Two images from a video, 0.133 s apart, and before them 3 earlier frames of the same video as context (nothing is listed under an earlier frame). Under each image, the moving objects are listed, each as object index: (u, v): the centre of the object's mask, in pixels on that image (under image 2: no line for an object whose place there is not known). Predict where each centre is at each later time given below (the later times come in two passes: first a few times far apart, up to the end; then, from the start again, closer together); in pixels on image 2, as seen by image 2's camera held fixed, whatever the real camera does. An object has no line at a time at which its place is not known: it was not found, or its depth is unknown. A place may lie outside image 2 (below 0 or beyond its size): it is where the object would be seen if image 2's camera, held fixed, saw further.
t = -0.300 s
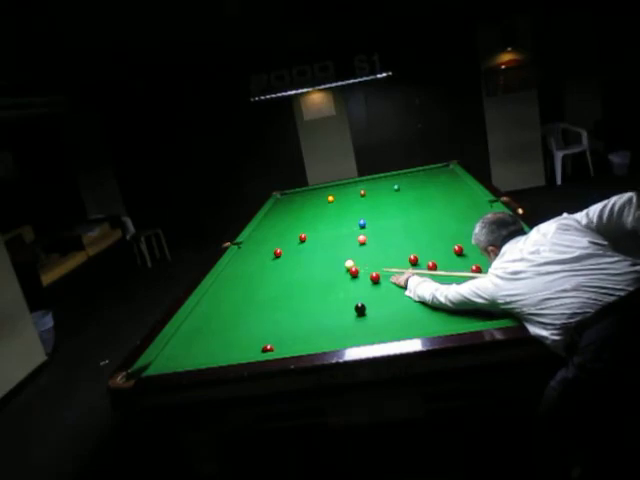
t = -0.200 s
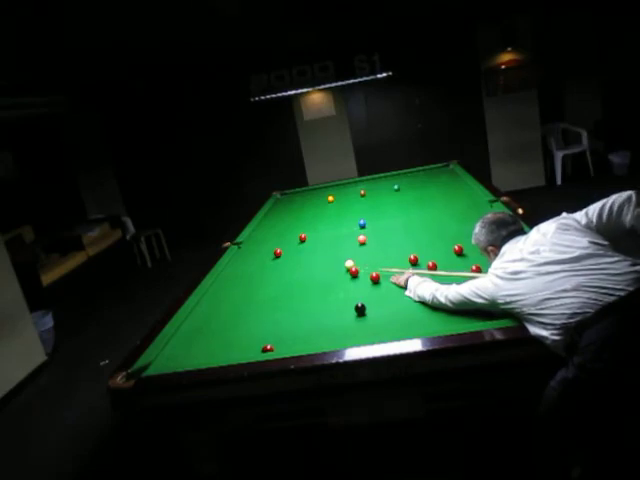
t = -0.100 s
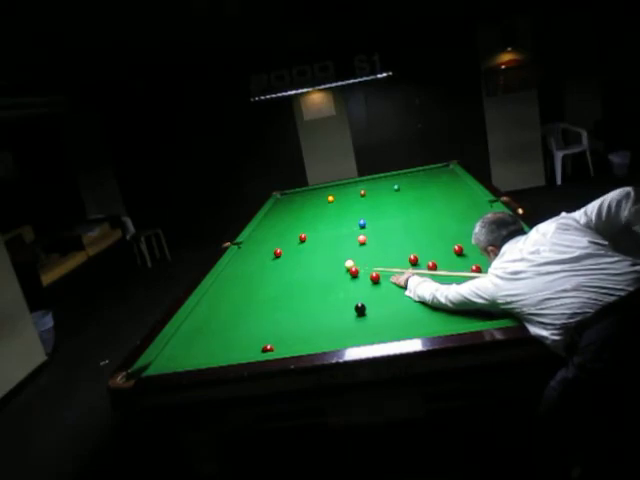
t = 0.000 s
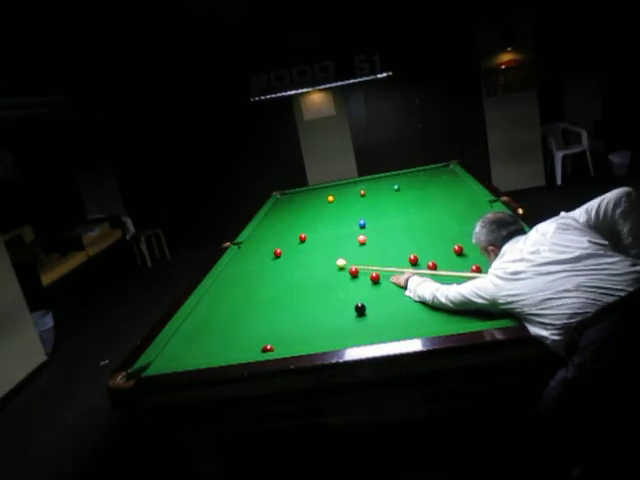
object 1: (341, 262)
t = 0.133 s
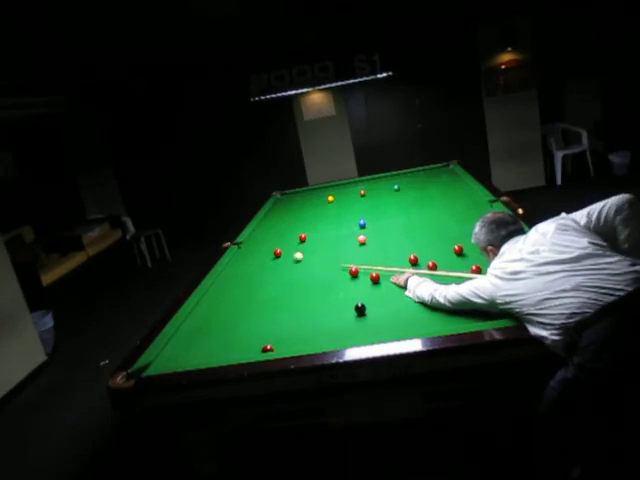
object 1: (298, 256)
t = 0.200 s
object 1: (282, 253)
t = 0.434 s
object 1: (279, 255)
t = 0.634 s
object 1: (278, 256)
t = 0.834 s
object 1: (276, 258)
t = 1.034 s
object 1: (275, 259)
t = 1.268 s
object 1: (275, 259)
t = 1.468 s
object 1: (274, 260)
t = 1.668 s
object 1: (274, 260)
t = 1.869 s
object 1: (274, 260)
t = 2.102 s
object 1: (274, 260)
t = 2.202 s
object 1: (273, 260)
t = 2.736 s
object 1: (274, 259)
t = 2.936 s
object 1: (274, 260)
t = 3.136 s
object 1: (274, 260)
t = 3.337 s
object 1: (274, 260)
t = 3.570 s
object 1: (273, 260)
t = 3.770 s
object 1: (274, 260)
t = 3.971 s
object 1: (274, 260)
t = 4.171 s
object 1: (274, 260)
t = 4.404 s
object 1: (274, 260)
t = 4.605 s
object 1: (274, 260)
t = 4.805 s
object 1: (274, 260)
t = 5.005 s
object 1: (274, 260)
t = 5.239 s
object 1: (274, 260)
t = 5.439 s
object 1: (274, 260)
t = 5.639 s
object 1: (274, 260)
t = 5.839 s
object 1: (274, 260)
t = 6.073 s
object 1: (274, 260)
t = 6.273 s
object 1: (274, 260)
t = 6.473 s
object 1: (274, 260)
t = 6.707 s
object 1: (274, 260)
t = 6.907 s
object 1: (274, 260)
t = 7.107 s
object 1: (274, 260)
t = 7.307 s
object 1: (274, 260)
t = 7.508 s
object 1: (274, 260)
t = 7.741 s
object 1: (274, 260)
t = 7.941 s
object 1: (273, 260)
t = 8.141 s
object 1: (273, 260)
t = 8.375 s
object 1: (273, 260)
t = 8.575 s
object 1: (274, 260)
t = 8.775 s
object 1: (274, 260)
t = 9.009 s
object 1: (274, 260)
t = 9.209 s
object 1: (274, 260)
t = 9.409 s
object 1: (274, 260)
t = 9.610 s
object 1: (274, 260)
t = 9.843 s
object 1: (274, 260)
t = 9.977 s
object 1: (274, 260)
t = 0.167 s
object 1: (289, 254)
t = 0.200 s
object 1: (282, 253)
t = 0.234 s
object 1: (281, 253)
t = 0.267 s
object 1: (280, 254)
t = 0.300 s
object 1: (280, 254)
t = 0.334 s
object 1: (280, 254)
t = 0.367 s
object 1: (280, 255)
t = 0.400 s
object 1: (279, 255)
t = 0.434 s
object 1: (279, 255)
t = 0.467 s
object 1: (279, 255)
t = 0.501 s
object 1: (279, 255)
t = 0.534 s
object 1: (278, 256)
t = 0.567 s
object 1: (278, 256)
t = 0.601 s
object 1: (278, 256)
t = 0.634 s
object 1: (278, 256)
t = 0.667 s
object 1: (277, 256)
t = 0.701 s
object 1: (277, 257)
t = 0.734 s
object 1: (277, 257)
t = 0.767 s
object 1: (277, 257)
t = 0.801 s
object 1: (276, 257)
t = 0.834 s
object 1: (276, 258)
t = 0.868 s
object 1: (276, 258)
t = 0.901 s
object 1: (276, 258)
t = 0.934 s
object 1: (276, 258)
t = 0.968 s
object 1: (276, 258)
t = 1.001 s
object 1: (276, 258)
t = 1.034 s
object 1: (275, 259)
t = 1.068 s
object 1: (275, 259)
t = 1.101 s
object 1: (275, 259)
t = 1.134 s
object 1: (275, 259)
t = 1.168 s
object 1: (275, 259)
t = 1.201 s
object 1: (275, 259)
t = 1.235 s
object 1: (275, 259)
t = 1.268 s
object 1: (275, 259)
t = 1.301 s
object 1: (274, 259)
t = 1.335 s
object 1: (274, 259)
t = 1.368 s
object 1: (274, 260)
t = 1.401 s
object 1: (274, 260)
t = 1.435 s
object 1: (274, 260)
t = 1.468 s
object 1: (274, 260)
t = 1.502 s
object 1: (274, 260)
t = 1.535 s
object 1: (274, 260)
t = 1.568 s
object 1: (274, 260)
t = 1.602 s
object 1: (274, 260)
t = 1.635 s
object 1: (274, 260)
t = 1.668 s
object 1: (274, 260)
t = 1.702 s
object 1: (274, 260)
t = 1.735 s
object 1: (274, 260)
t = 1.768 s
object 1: (274, 260)
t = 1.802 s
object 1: (274, 260)
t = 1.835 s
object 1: (274, 260)
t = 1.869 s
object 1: (274, 260)
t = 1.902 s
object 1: (274, 260)
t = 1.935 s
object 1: (274, 260)
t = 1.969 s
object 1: (274, 260)
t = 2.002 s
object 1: (274, 260)
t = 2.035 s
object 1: (274, 260)
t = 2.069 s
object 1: (274, 260)
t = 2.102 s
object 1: (274, 260)
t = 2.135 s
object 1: (274, 260)
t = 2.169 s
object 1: (274, 260)
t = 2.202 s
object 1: (273, 260)
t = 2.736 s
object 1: (274, 259)
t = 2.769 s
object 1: (274, 260)
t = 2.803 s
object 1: (274, 260)
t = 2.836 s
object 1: (273, 260)
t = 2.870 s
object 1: (274, 260)
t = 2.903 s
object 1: (274, 260)
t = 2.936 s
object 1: (274, 260)
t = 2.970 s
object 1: (274, 260)
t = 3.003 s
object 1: (274, 260)
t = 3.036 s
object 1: (274, 260)
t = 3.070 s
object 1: (274, 260)
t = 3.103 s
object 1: (274, 260)
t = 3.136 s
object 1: (274, 260)
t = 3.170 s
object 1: (274, 260)
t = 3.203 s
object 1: (274, 260)
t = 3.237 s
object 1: (274, 260)
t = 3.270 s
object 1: (274, 260)
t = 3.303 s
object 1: (274, 260)
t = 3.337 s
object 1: (274, 260)
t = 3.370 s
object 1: (274, 260)
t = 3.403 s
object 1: (274, 260)
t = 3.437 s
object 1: (274, 260)
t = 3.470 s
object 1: (274, 260)
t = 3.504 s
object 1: (274, 260)
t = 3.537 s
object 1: (274, 260)
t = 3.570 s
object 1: (273, 260)
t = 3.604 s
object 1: (273, 260)
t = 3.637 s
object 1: (274, 260)
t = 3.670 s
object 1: (274, 260)
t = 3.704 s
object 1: (274, 260)
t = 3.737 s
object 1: (274, 260)
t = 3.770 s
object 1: (274, 260)
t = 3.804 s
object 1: (274, 260)
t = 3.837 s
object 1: (274, 260)
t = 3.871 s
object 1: (274, 260)
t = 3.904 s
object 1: (274, 260)
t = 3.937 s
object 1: (274, 260)
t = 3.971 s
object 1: (274, 260)
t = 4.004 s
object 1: (274, 260)
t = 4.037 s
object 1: (274, 260)
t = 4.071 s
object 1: (274, 260)
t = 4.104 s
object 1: (274, 260)
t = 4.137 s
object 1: (274, 260)
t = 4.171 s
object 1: (274, 260)
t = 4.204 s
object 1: (274, 260)
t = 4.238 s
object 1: (274, 260)
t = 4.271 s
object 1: (274, 260)
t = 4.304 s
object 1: (274, 260)
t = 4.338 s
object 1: (274, 260)
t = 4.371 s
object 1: (274, 260)
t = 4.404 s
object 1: (274, 260)
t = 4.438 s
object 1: (274, 260)
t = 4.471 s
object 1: (274, 260)
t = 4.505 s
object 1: (274, 260)
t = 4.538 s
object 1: (274, 260)
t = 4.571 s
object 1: (274, 260)
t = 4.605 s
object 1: (274, 260)
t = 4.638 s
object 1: (274, 260)
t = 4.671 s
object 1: (274, 260)
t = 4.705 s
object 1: (274, 260)
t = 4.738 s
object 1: (274, 260)
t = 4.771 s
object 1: (274, 260)
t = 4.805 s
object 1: (274, 260)
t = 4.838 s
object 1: (274, 260)
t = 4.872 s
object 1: (274, 260)
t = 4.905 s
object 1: (274, 260)
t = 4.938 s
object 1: (274, 260)
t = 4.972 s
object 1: (274, 260)
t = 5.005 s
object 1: (274, 260)
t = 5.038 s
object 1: (274, 260)
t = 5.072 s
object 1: (274, 260)
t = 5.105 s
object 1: (274, 260)
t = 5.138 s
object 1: (274, 260)
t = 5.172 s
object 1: (274, 260)
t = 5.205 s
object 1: (274, 260)
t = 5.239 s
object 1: (274, 260)
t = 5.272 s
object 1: (274, 260)
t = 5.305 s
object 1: (274, 260)
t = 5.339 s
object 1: (274, 260)
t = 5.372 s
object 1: (274, 260)
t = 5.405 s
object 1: (274, 260)
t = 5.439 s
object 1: (274, 260)
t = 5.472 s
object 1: (274, 260)
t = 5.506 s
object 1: (274, 260)
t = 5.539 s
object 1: (274, 260)
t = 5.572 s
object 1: (274, 260)
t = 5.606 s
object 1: (274, 260)
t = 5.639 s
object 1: (274, 260)
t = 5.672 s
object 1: (274, 260)
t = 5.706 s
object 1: (274, 260)
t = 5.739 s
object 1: (274, 260)
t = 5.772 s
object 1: (274, 260)
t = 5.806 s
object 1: (274, 260)
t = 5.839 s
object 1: (274, 260)
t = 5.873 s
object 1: (274, 260)
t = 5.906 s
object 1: (274, 260)
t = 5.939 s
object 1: (274, 260)
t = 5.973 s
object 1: (274, 260)
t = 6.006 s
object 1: (274, 260)
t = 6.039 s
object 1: (274, 260)
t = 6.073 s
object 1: (274, 260)
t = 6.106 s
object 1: (274, 260)
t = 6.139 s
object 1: (274, 260)
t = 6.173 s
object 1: (274, 260)
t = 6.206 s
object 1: (274, 260)
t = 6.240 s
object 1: (274, 260)
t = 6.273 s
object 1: (274, 260)
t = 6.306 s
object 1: (274, 260)
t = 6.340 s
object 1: (274, 260)
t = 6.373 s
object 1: (274, 260)
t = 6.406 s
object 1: (274, 260)
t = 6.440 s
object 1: (274, 260)
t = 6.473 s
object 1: (274, 260)
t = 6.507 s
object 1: (274, 260)
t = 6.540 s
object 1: (274, 260)
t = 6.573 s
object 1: (274, 260)
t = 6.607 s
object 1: (274, 260)
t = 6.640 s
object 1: (274, 260)
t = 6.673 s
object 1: (274, 260)
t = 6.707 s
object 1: (274, 260)
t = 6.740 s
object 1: (274, 260)
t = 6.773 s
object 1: (274, 260)
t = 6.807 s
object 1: (274, 260)
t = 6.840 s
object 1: (274, 260)
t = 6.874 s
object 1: (274, 260)
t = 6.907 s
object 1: (274, 260)
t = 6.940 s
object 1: (274, 260)
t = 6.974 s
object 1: (274, 260)
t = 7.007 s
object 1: (274, 260)
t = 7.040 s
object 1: (274, 260)
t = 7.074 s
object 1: (274, 260)
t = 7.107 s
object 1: (274, 260)
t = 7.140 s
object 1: (274, 260)
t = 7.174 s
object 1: (274, 260)
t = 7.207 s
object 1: (274, 260)
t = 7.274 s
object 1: (274, 260)
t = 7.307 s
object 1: (274, 260)
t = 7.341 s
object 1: (274, 260)
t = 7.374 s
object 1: (274, 260)
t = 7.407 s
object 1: (274, 260)
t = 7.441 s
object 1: (274, 260)
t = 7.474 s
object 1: (274, 260)
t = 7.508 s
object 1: (274, 260)
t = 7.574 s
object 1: (274, 260)
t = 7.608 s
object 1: (274, 260)
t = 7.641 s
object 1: (274, 260)
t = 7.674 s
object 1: (274, 260)
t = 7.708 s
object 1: (274, 260)
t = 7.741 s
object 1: (274, 260)
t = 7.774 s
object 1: (274, 260)
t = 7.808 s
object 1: (274, 260)
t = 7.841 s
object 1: (274, 260)
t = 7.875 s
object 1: (274, 260)
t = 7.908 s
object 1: (274, 260)
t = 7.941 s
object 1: (273, 260)
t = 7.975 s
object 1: (274, 260)
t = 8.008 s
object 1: (273, 260)
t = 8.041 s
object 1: (274, 260)
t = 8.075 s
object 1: (274, 260)
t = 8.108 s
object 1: (274, 260)
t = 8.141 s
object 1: (273, 260)
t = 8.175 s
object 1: (274, 260)
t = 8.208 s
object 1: (274, 260)
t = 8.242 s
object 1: (273, 260)
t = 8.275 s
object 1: (273, 260)
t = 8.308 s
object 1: (273, 260)
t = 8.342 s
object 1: (273, 260)
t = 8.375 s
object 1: (273, 260)
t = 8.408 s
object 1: (274, 260)
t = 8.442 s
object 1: (274, 260)
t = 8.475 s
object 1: (274, 260)
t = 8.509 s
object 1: (274, 260)
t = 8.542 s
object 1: (273, 260)
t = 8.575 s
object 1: (274, 260)
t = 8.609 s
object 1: (274, 260)
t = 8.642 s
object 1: (274, 260)
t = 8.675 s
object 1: (273, 260)
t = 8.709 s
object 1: (274, 260)
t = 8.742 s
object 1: (274, 260)
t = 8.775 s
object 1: (274, 260)
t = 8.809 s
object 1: (274, 260)
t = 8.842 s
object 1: (273, 260)
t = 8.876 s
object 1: (274, 260)
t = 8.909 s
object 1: (273, 260)
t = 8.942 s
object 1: (274, 260)
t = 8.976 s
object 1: (274, 260)
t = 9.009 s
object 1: (274, 260)
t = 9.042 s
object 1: (274, 260)
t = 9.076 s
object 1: (274, 260)
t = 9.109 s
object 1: (274, 260)
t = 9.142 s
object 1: (274, 260)
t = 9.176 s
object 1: (274, 260)
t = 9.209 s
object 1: (274, 260)
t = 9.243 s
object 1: (274, 260)
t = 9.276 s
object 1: (274, 260)
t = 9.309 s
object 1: (274, 260)
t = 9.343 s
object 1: (274, 260)
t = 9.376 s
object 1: (274, 260)
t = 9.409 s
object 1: (274, 260)
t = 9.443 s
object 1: (274, 260)
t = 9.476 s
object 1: (274, 260)
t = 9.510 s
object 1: (274, 260)
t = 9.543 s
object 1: (274, 260)
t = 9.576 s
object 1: (274, 260)
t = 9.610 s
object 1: (274, 260)
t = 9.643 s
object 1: (274, 260)
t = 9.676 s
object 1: (274, 260)
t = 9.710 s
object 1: (274, 260)
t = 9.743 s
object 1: (274, 260)
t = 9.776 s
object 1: (274, 260)
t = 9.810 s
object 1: (274, 260)
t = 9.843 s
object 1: (274, 260)
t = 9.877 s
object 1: (274, 260)
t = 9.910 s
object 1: (274, 260)
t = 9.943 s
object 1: (274, 260)
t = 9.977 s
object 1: (274, 260)
